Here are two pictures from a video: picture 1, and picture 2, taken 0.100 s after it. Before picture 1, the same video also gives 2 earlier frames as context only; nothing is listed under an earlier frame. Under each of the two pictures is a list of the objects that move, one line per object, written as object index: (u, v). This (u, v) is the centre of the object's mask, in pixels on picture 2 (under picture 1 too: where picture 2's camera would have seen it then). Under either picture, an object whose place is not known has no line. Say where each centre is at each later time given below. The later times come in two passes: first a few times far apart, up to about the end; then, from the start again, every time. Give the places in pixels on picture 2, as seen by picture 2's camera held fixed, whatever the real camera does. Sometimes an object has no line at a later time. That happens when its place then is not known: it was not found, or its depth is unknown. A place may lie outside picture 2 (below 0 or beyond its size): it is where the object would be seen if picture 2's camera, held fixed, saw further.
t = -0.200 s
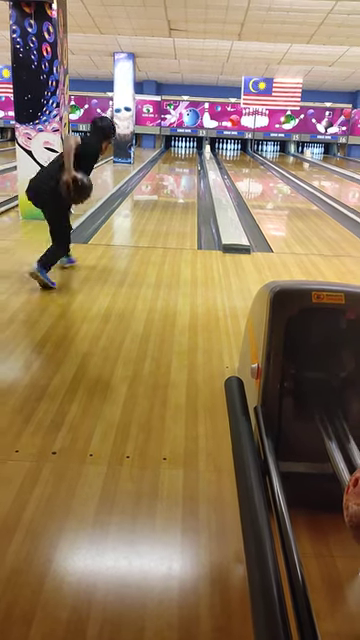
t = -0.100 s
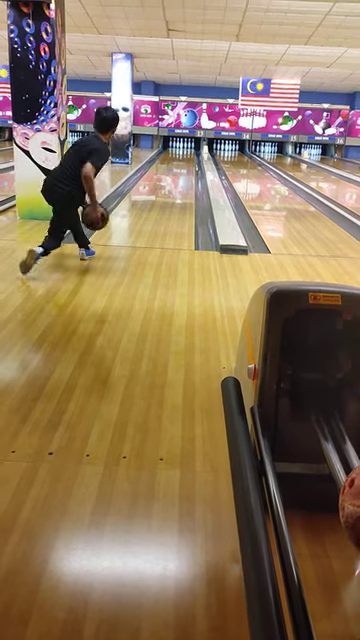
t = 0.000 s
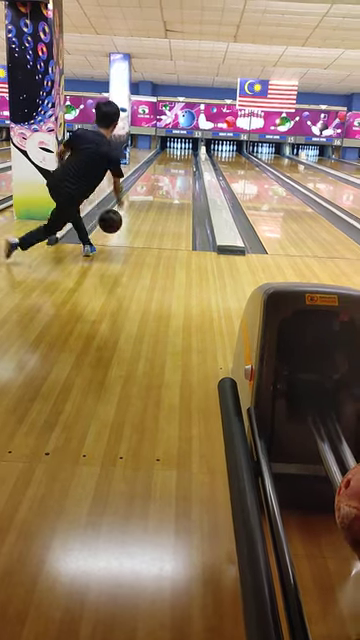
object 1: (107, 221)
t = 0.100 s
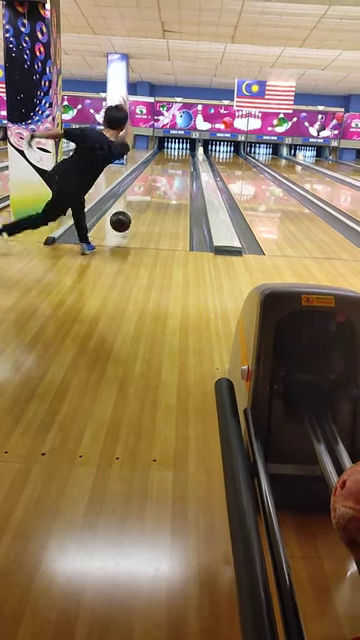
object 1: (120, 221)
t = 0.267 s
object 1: (135, 210)
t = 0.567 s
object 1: (151, 191)
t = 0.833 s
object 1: (159, 179)
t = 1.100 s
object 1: (164, 171)
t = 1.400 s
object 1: (167, 165)
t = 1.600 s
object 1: (167, 161)
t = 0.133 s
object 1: (123, 223)
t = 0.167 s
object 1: (127, 219)
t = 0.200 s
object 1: (130, 216)
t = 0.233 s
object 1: (133, 213)
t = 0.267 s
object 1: (135, 210)
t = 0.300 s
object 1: (137, 207)
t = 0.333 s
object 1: (140, 205)
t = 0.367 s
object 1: (142, 202)
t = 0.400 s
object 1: (144, 200)
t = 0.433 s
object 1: (145, 198)
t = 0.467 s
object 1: (147, 196)
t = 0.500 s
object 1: (148, 196)
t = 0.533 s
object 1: (150, 192)
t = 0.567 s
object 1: (151, 191)
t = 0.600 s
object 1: (153, 189)
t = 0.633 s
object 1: (154, 188)
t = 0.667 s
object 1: (155, 186)
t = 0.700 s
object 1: (156, 185)
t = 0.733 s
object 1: (157, 183)
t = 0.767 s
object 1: (158, 182)
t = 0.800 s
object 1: (158, 180)
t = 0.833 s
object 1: (159, 179)
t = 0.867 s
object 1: (160, 178)
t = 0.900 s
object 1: (161, 177)
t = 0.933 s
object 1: (161, 176)
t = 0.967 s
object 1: (162, 175)
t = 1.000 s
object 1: (163, 174)
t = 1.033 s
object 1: (163, 173)
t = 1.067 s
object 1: (164, 172)
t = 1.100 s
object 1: (164, 171)
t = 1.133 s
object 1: (165, 170)
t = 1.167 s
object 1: (165, 170)
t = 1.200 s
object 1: (165, 169)
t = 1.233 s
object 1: (166, 168)
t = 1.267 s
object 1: (166, 167)
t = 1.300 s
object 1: (166, 167)
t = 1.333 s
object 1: (166, 166)
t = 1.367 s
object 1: (166, 165)
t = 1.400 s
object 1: (167, 165)
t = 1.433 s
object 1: (167, 164)
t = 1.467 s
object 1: (167, 164)
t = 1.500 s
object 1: (167, 163)
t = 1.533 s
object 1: (167, 162)
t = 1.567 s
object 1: (167, 162)
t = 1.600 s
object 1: (167, 161)
